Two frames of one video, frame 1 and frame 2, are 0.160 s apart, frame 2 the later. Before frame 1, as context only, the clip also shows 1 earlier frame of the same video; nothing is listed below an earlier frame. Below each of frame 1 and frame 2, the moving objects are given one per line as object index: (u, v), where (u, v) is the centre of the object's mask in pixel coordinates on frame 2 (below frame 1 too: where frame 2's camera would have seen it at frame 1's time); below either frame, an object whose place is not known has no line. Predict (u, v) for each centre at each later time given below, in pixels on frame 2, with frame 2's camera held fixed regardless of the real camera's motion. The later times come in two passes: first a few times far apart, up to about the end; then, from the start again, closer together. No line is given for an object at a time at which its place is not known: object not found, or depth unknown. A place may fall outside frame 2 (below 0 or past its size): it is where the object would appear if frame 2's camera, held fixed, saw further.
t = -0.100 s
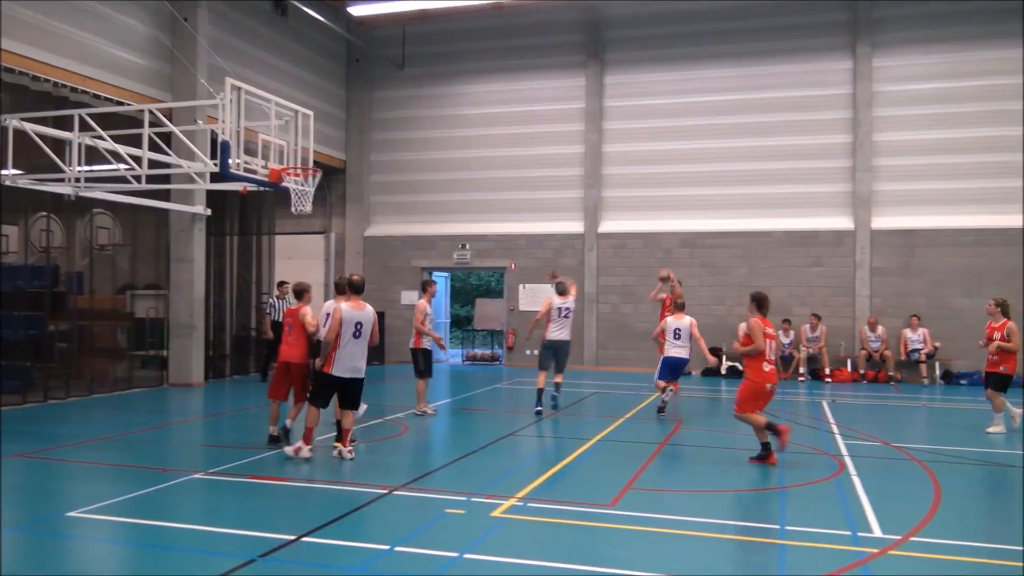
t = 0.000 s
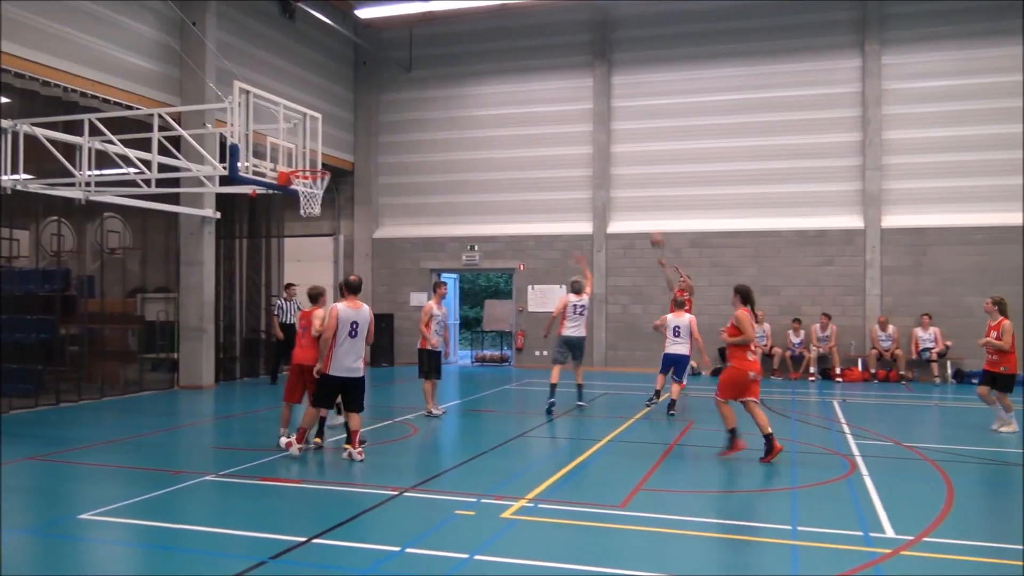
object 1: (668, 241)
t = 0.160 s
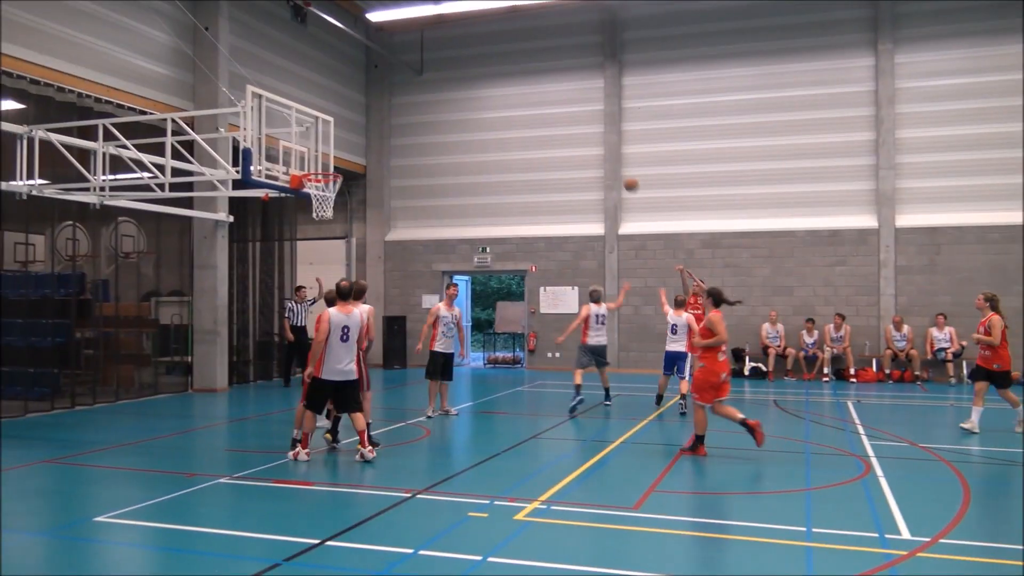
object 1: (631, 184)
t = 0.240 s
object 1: (611, 160)
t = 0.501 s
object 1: (541, 104)
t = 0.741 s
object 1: (467, 87)
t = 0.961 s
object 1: (390, 107)
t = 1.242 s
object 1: (294, 139)
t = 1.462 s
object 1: (269, 92)
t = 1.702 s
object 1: (270, 88)
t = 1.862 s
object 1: (272, 114)
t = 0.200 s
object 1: (621, 171)
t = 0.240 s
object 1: (611, 160)
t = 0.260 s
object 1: (606, 154)
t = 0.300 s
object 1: (595, 144)
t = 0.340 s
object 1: (585, 134)
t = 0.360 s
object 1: (580, 130)
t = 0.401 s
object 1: (569, 121)
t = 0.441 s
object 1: (557, 113)
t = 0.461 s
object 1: (552, 110)
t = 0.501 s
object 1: (541, 104)
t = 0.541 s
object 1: (529, 99)
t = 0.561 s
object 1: (523, 96)
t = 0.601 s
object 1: (511, 93)
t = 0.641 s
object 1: (499, 90)
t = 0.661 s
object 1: (492, 89)
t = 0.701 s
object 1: (480, 87)
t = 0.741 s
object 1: (467, 87)
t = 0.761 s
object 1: (460, 88)
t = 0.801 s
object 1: (446, 89)
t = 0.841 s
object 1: (433, 92)
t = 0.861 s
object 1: (426, 94)
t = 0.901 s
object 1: (412, 98)
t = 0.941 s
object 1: (397, 104)
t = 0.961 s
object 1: (390, 107)
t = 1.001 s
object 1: (375, 116)
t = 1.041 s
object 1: (360, 126)
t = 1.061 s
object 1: (352, 131)
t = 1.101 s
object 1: (335, 144)
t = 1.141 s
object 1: (316, 158)
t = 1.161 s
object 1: (310, 164)
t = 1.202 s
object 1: (301, 152)
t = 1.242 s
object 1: (294, 139)
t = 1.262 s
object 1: (290, 133)
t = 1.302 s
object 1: (282, 122)
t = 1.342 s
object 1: (274, 113)
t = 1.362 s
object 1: (270, 108)
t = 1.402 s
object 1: (269, 101)
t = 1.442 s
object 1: (269, 94)
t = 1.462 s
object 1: (269, 92)
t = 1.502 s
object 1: (269, 88)
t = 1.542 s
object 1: (269, 85)
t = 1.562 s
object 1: (269, 84)
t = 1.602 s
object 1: (269, 84)
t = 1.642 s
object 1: (270, 84)
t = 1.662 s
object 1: (270, 85)
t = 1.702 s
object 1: (270, 88)
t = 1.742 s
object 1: (270, 92)
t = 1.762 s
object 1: (271, 95)
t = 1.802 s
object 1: (271, 101)
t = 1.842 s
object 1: (271, 109)
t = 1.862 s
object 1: (272, 114)
